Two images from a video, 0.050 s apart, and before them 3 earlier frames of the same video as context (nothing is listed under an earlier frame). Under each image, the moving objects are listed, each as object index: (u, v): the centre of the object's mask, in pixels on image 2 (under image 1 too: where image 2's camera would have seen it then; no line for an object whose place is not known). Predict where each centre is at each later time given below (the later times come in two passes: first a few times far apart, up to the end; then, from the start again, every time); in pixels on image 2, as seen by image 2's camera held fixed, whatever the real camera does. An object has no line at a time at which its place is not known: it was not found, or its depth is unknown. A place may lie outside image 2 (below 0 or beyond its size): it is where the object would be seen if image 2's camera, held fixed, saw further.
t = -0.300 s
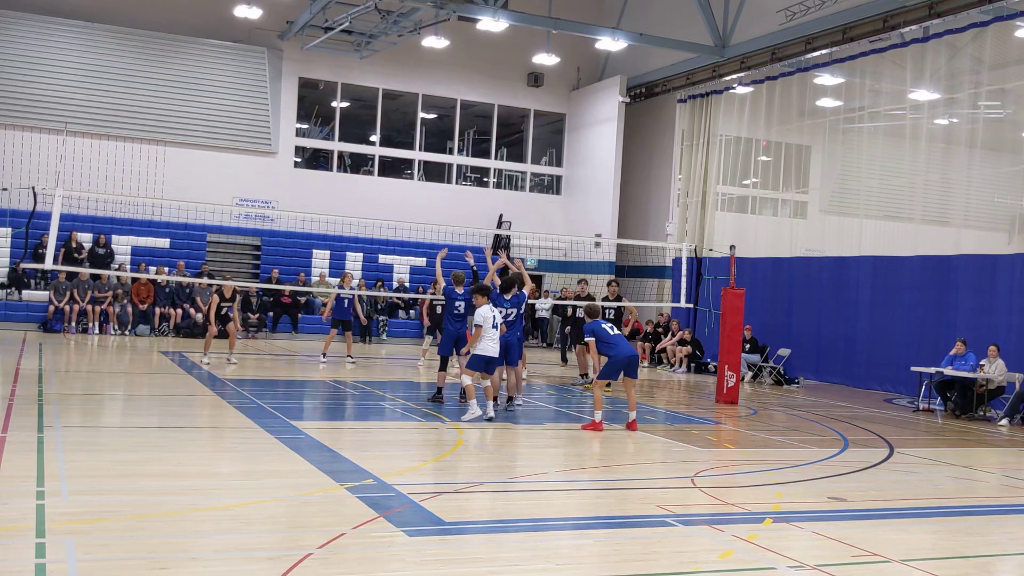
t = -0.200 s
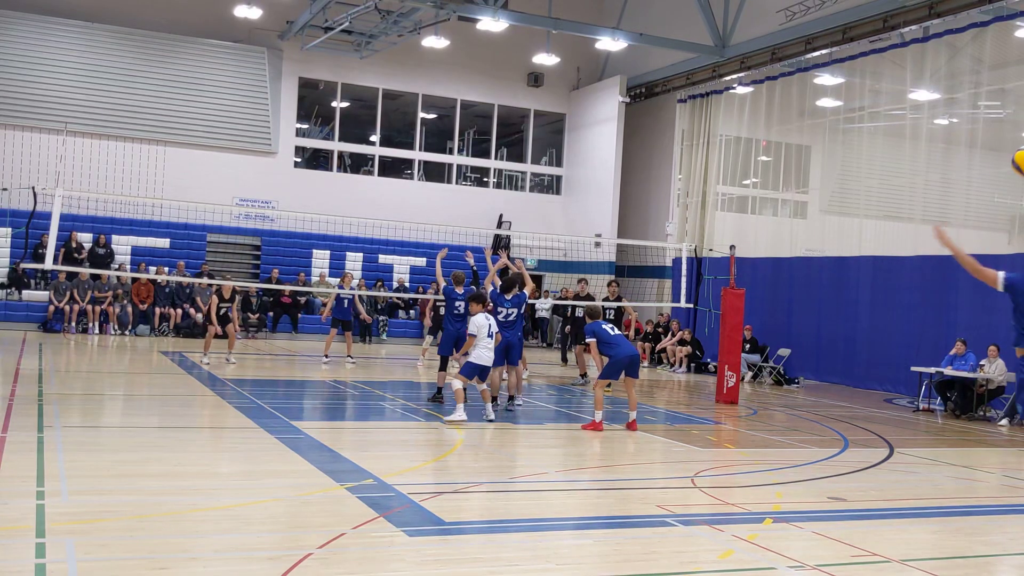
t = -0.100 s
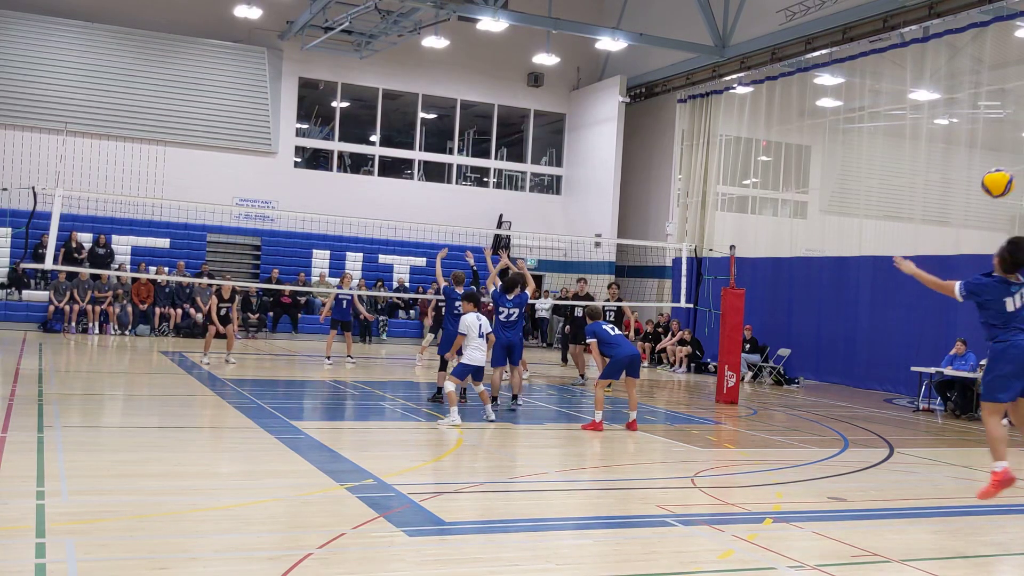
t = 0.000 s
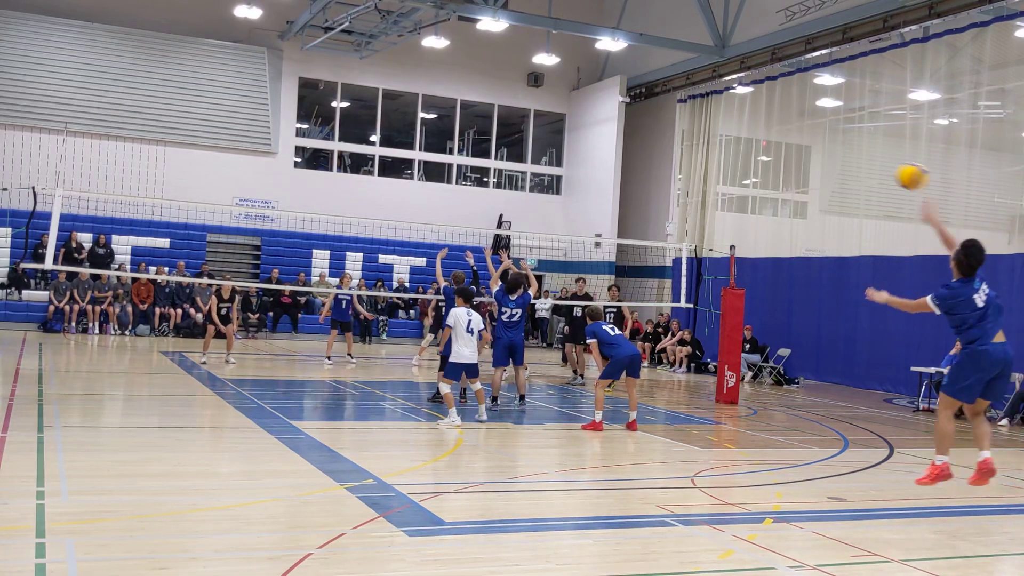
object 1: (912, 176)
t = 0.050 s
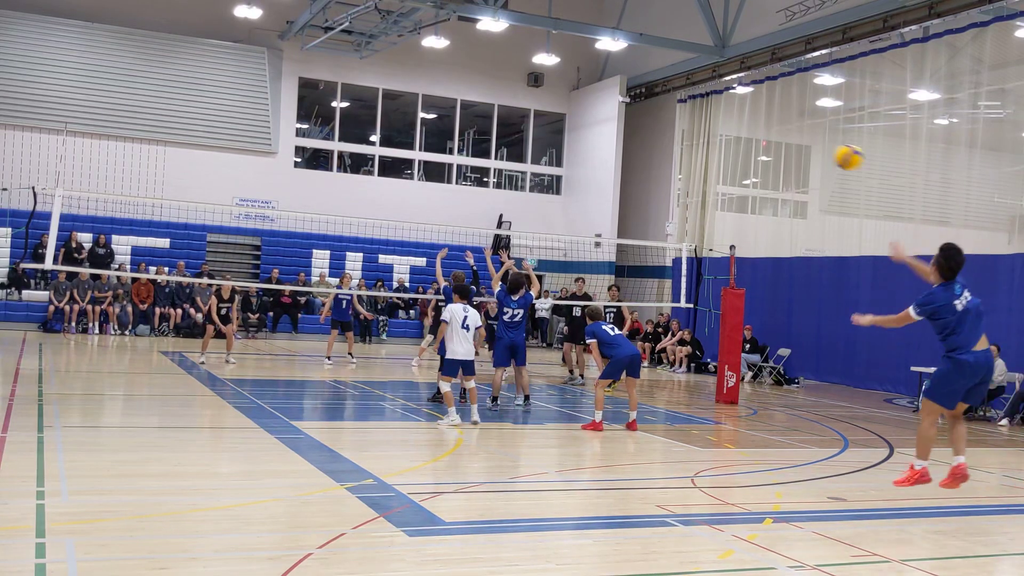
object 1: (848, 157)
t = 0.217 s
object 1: (693, 128)
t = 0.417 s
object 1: (575, 128)
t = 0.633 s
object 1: (494, 151)
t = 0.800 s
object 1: (452, 180)
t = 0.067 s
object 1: (830, 152)
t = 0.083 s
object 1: (811, 147)
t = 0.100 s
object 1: (795, 144)
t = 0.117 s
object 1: (778, 141)
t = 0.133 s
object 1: (763, 137)
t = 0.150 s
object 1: (747, 135)
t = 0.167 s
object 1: (733, 133)
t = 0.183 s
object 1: (719, 131)
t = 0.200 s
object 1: (706, 129)
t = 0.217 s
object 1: (693, 128)
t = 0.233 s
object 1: (681, 127)
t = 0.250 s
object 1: (669, 126)
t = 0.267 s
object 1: (658, 125)
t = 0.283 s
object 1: (647, 125)
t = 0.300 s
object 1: (637, 125)
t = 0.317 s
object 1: (628, 125)
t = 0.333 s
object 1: (619, 125)
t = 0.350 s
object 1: (609, 126)
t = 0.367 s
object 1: (600, 126)
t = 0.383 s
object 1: (592, 127)
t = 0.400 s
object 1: (584, 127)
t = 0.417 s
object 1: (575, 128)
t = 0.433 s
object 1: (567, 128)
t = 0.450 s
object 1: (560, 130)
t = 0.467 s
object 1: (554, 131)
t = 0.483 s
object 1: (547, 132)
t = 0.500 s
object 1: (541, 134)
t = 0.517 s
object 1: (533, 135)
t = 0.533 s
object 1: (527, 137)
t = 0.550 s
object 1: (521, 139)
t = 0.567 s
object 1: (515, 141)
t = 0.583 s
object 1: (510, 143)
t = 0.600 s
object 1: (505, 146)
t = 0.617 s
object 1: (500, 148)
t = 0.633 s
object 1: (494, 151)
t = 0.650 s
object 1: (489, 153)
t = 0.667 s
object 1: (484, 155)
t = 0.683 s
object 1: (480, 158)
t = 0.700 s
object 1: (476, 161)
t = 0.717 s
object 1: (471, 164)
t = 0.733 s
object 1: (467, 168)
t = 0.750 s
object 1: (463, 171)
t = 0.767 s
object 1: (460, 173)
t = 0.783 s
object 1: (456, 177)
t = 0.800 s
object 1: (452, 180)
